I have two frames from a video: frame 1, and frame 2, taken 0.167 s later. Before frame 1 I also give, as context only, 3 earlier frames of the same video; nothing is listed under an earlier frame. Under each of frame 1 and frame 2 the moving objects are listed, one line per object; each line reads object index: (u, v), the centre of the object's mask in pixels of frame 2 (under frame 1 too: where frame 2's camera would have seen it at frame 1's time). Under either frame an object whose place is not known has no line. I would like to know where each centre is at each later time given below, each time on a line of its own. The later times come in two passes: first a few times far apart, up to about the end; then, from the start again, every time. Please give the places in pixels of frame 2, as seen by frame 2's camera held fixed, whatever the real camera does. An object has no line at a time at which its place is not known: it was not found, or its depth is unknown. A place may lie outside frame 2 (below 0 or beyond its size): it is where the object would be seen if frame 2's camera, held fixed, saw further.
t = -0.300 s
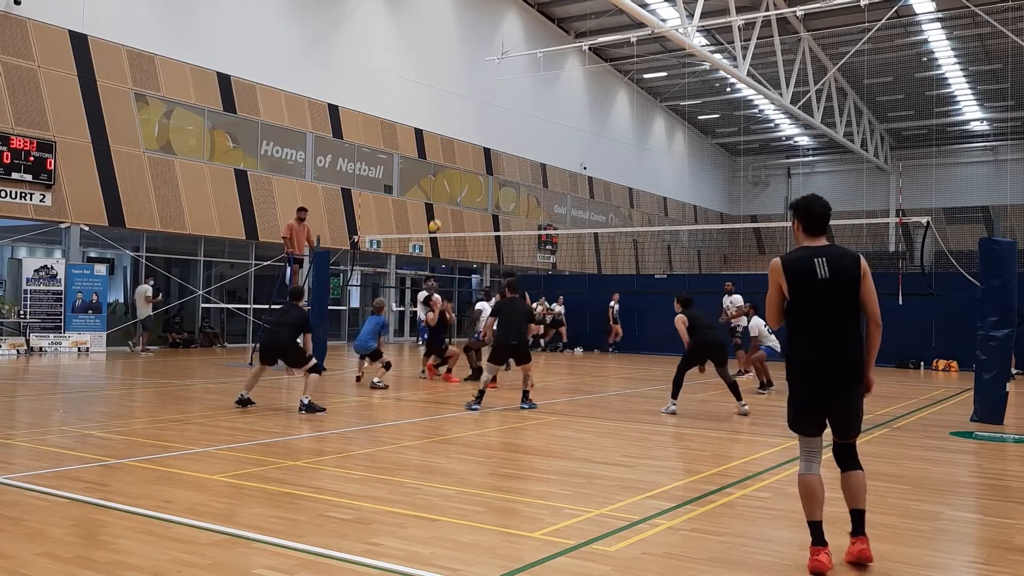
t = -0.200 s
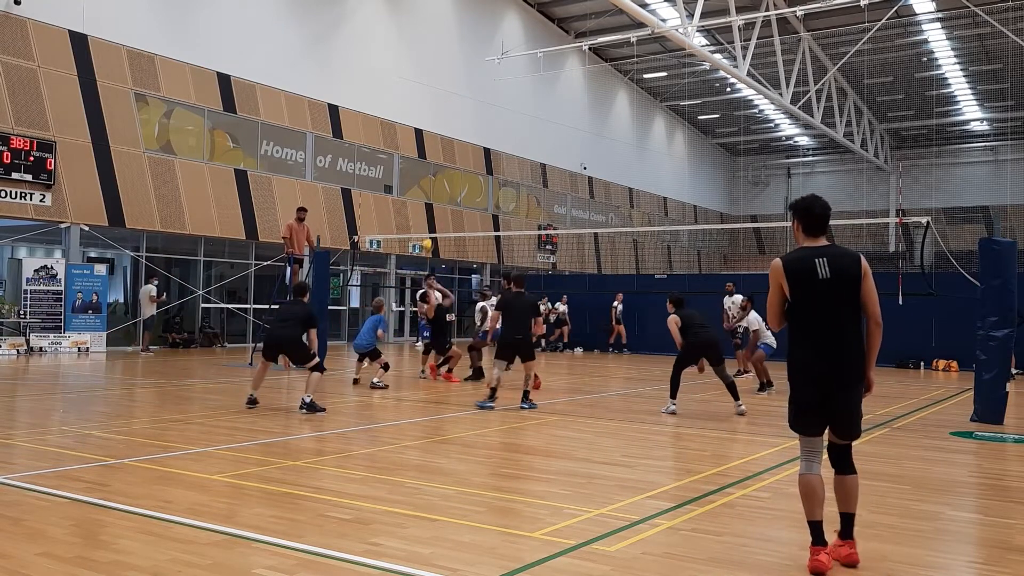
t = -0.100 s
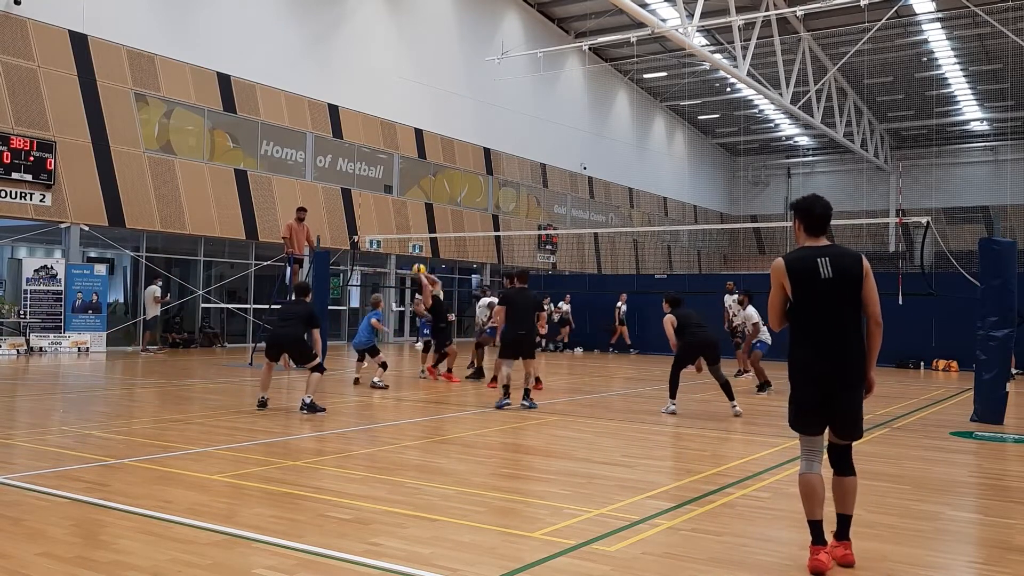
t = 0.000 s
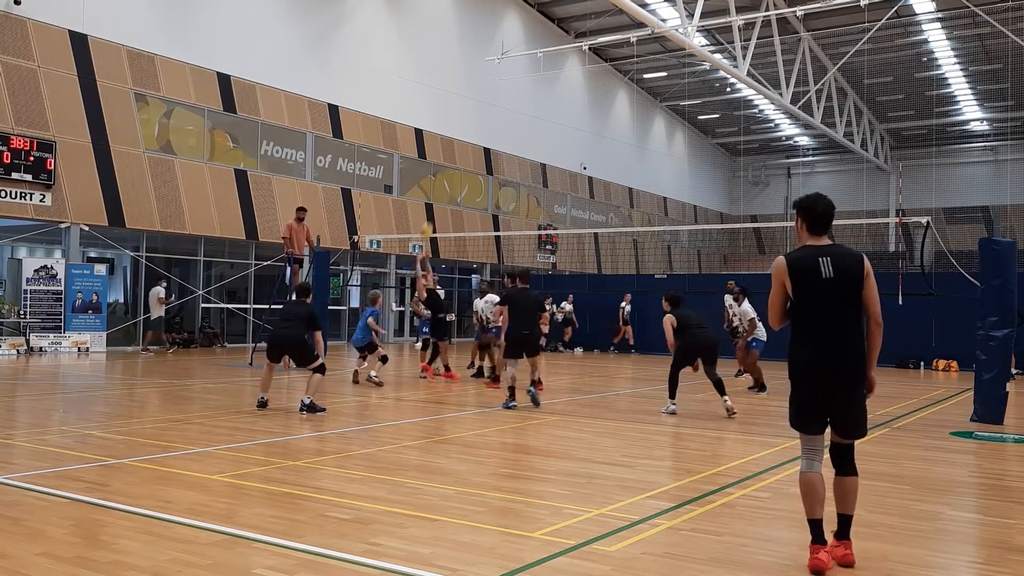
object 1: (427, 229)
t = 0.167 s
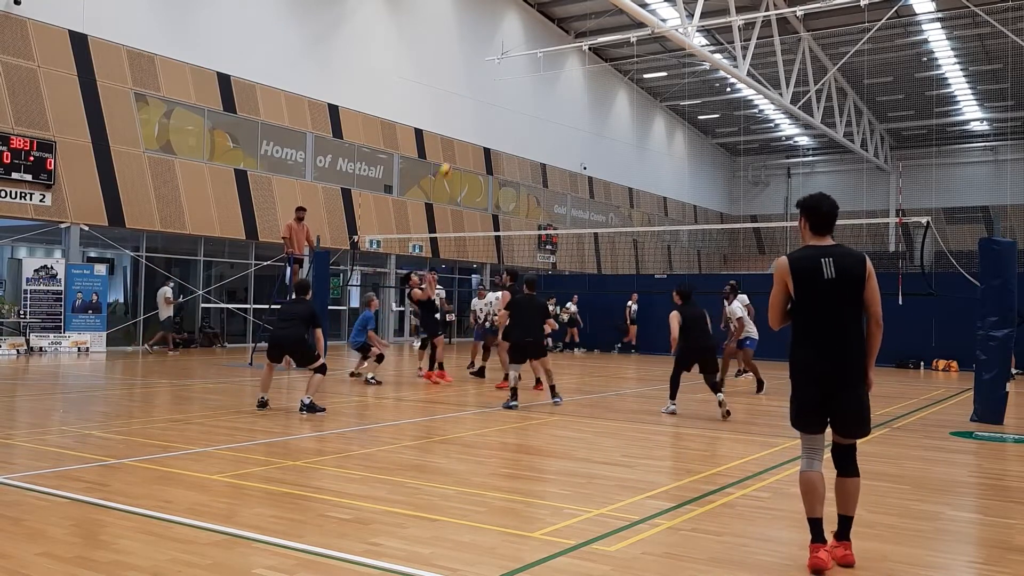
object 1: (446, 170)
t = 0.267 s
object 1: (457, 143)
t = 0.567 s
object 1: (488, 96)
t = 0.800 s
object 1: (514, 100)
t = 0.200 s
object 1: (450, 160)
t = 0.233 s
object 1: (453, 151)
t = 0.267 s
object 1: (457, 143)
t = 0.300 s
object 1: (460, 135)
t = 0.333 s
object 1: (464, 128)
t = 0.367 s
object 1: (467, 122)
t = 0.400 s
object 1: (471, 115)
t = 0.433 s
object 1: (475, 110)
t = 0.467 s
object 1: (478, 106)
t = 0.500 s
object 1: (482, 102)
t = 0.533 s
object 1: (485, 99)
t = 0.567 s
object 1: (488, 96)
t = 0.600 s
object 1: (492, 95)
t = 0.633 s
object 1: (496, 94)
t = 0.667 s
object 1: (500, 94)
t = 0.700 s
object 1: (503, 94)
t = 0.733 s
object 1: (507, 95)
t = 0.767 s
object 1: (510, 97)
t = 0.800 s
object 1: (514, 100)
